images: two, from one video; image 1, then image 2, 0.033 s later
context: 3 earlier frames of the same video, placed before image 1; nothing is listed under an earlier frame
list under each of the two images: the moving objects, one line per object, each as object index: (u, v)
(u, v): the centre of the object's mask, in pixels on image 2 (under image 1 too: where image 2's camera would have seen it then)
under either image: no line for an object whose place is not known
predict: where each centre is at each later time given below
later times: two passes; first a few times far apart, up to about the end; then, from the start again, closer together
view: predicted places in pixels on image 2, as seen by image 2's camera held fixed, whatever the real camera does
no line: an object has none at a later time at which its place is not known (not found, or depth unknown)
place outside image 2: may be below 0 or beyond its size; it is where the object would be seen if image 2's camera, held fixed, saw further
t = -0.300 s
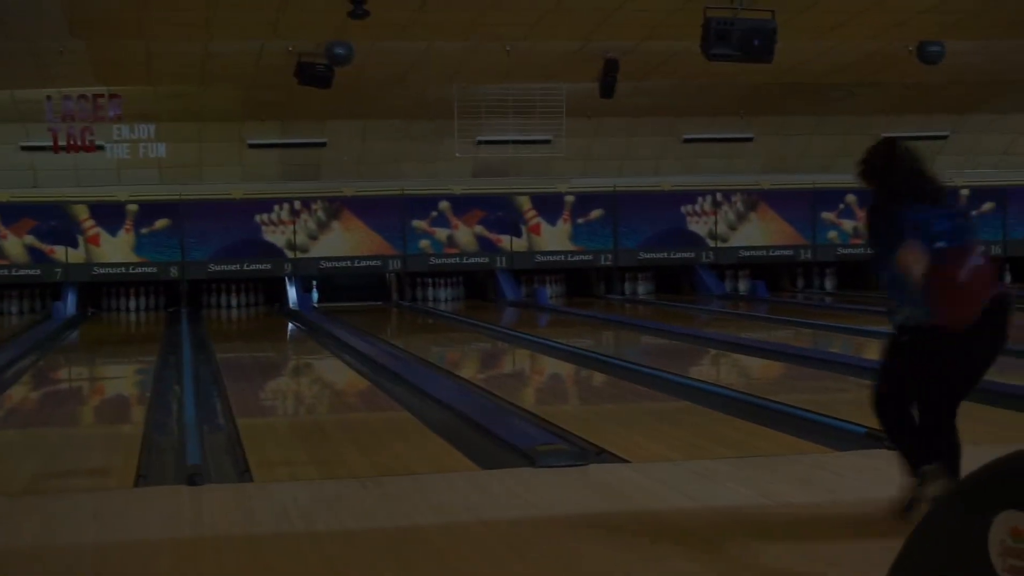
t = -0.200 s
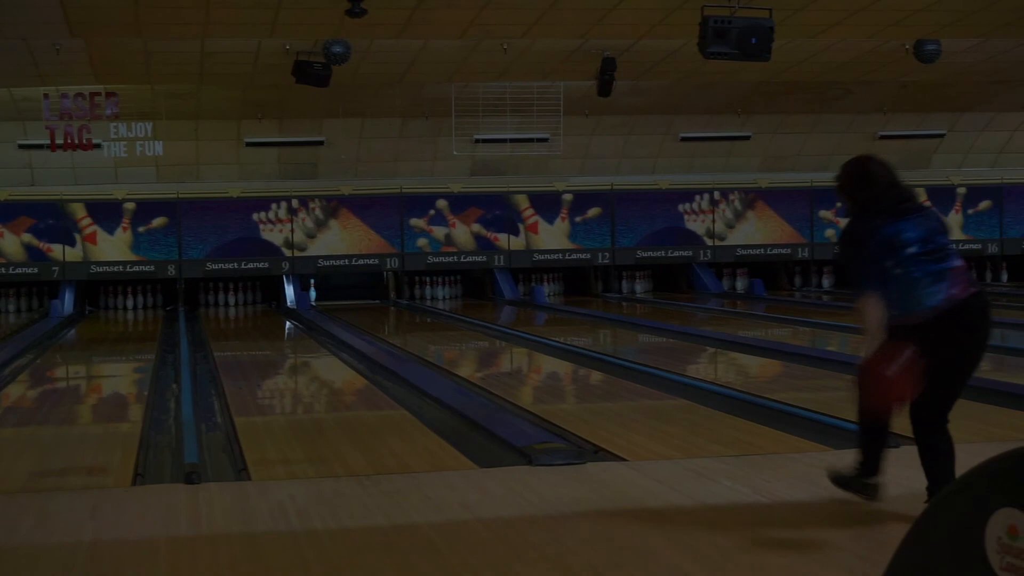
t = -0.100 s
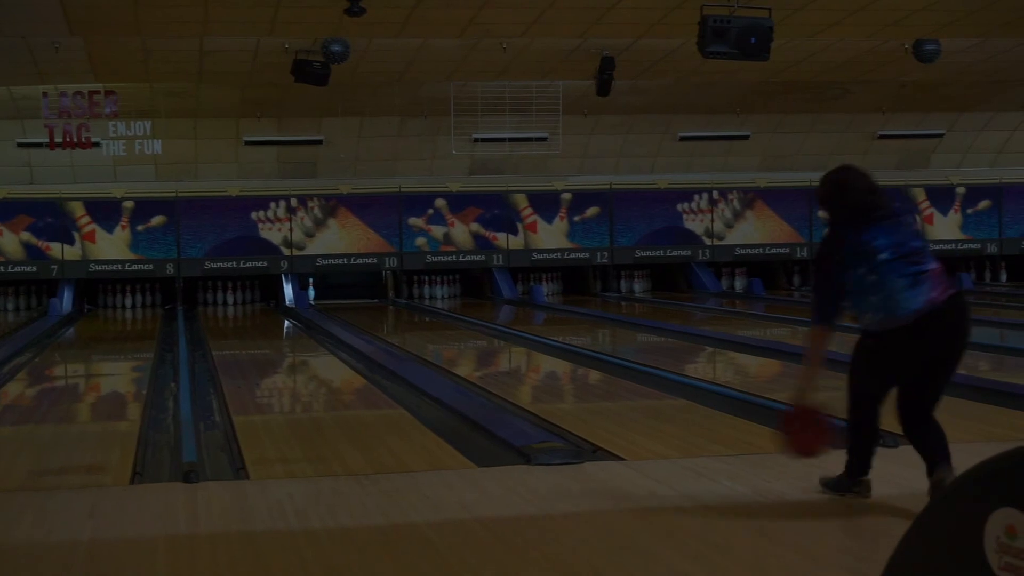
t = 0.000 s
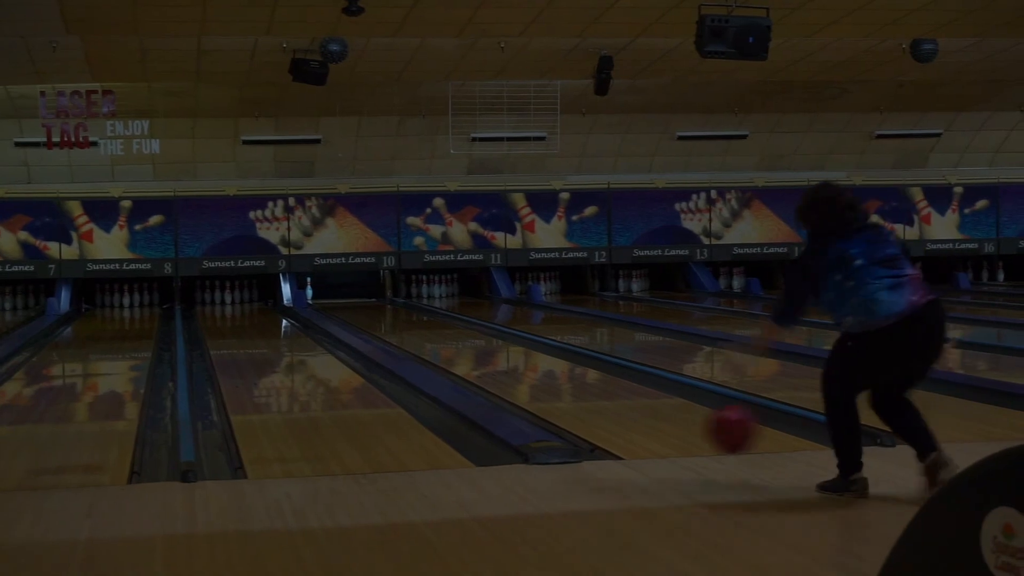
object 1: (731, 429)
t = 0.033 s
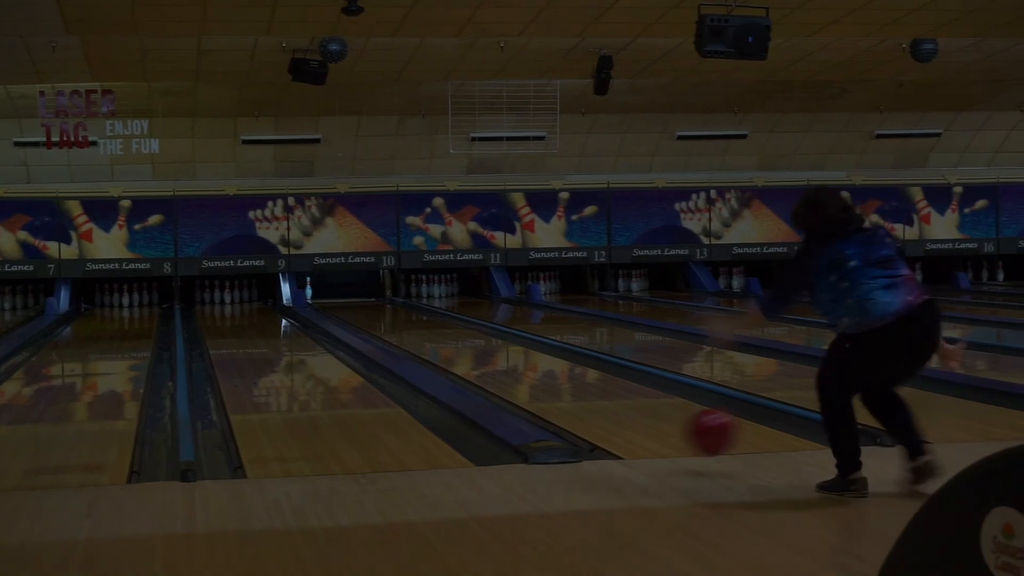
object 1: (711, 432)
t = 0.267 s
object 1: (602, 412)
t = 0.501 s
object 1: (526, 383)
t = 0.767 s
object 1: (465, 360)
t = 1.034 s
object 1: (419, 348)
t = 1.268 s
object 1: (393, 340)
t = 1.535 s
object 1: (373, 332)
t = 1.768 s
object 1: (354, 325)
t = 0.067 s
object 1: (692, 437)
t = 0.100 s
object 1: (674, 437)
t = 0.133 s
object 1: (657, 426)
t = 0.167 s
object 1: (644, 420)
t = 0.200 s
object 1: (628, 416)
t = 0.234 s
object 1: (614, 414)
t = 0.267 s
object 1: (602, 412)
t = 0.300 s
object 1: (589, 407)
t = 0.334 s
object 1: (577, 403)
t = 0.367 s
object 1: (565, 398)
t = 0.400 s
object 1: (555, 394)
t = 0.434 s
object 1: (546, 390)
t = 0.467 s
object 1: (537, 387)
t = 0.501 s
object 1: (526, 383)
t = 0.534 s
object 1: (516, 380)
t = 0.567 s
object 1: (509, 377)
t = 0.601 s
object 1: (501, 374)
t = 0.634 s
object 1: (493, 371)
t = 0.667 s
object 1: (486, 368)
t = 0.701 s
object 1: (479, 365)
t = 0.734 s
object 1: (472, 362)
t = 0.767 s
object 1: (465, 360)
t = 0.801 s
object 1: (458, 357)
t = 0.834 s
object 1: (452, 355)
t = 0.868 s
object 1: (447, 353)
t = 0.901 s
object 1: (442, 351)
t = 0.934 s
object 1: (437, 350)
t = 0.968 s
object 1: (431, 349)
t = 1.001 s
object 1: (426, 348)
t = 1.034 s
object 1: (419, 348)
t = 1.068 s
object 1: (414, 347)
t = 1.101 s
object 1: (407, 347)
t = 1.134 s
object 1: (405, 346)
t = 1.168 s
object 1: (401, 344)
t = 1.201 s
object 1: (400, 342)
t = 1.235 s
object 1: (396, 341)
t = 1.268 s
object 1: (393, 340)
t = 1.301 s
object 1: (390, 339)
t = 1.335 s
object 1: (388, 338)
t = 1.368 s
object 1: (385, 337)
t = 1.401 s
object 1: (382, 335)
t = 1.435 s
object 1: (379, 334)
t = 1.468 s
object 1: (377, 334)
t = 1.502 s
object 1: (375, 332)
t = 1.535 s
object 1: (373, 332)
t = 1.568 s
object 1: (370, 331)
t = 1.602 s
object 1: (368, 331)
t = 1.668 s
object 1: (363, 326)
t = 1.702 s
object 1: (360, 326)
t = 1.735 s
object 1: (357, 325)
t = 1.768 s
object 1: (354, 325)
